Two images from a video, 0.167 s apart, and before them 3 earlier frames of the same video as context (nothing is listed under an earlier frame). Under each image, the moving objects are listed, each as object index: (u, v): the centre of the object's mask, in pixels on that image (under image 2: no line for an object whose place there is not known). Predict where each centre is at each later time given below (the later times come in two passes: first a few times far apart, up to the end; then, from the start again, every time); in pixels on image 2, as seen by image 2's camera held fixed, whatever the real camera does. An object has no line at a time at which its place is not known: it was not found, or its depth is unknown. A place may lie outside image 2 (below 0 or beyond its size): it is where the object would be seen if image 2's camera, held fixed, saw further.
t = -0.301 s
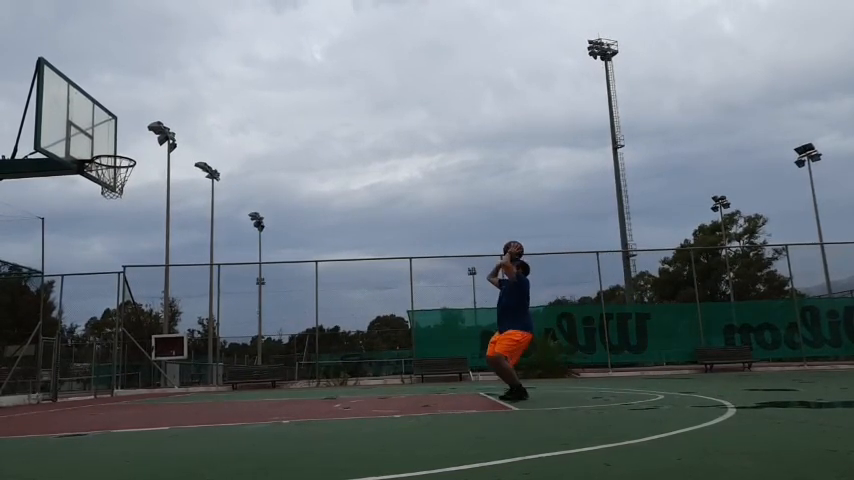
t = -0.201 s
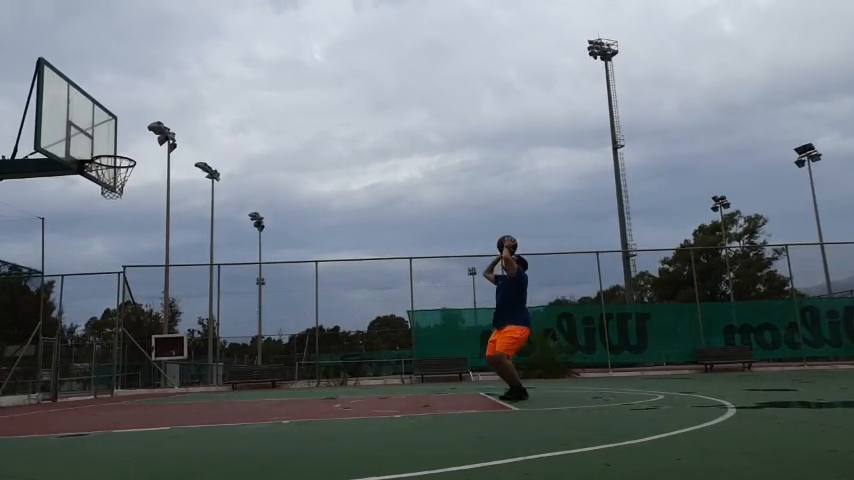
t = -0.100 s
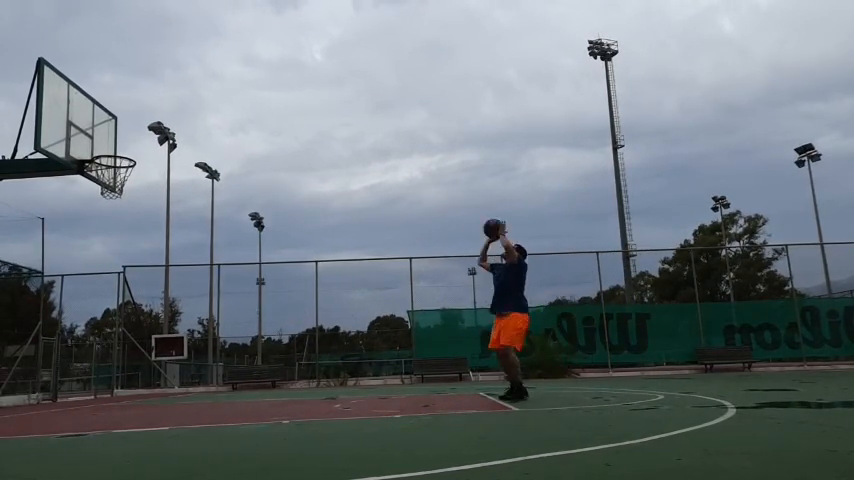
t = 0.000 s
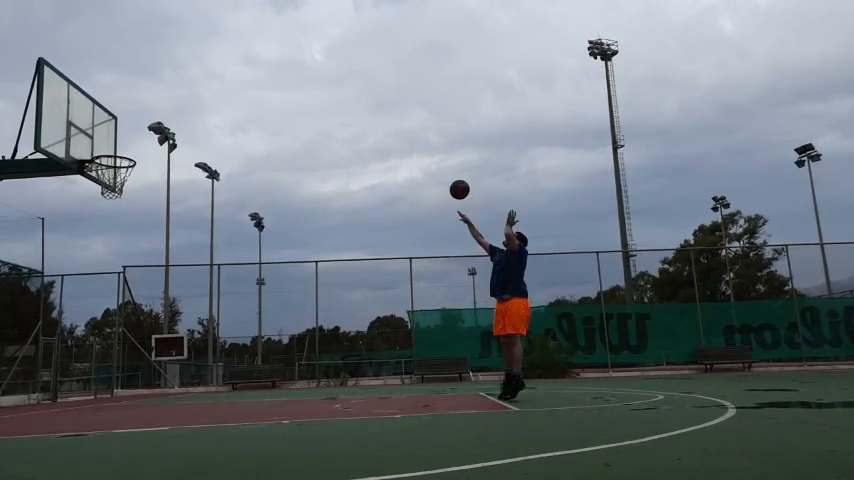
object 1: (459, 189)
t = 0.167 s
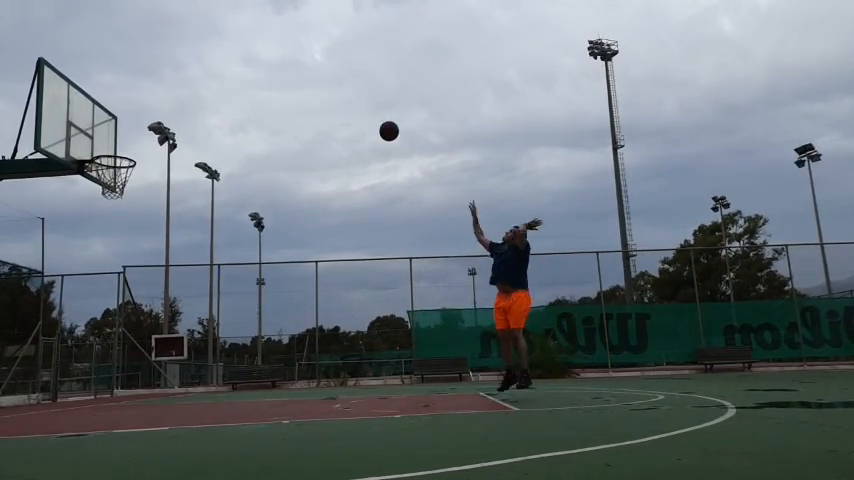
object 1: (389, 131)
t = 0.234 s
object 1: (361, 113)
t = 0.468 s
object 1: (266, 77)
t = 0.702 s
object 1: (173, 83)
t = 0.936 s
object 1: (79, 130)
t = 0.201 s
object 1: (375, 121)
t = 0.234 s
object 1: (361, 113)
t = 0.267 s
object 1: (347, 105)
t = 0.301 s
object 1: (333, 98)
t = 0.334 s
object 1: (320, 92)
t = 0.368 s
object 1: (306, 87)
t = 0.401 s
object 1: (293, 83)
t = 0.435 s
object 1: (280, 79)
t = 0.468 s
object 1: (266, 77)
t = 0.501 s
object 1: (253, 75)
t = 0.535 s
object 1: (239, 75)
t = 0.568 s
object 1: (226, 75)
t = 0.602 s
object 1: (213, 76)
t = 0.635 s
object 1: (200, 77)
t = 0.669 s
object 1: (186, 80)
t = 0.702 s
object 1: (173, 83)
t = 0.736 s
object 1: (159, 87)
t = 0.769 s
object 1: (146, 92)
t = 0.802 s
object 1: (132, 98)
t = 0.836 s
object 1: (118, 105)
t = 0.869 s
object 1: (105, 113)
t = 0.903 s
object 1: (91, 121)
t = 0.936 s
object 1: (79, 130)
